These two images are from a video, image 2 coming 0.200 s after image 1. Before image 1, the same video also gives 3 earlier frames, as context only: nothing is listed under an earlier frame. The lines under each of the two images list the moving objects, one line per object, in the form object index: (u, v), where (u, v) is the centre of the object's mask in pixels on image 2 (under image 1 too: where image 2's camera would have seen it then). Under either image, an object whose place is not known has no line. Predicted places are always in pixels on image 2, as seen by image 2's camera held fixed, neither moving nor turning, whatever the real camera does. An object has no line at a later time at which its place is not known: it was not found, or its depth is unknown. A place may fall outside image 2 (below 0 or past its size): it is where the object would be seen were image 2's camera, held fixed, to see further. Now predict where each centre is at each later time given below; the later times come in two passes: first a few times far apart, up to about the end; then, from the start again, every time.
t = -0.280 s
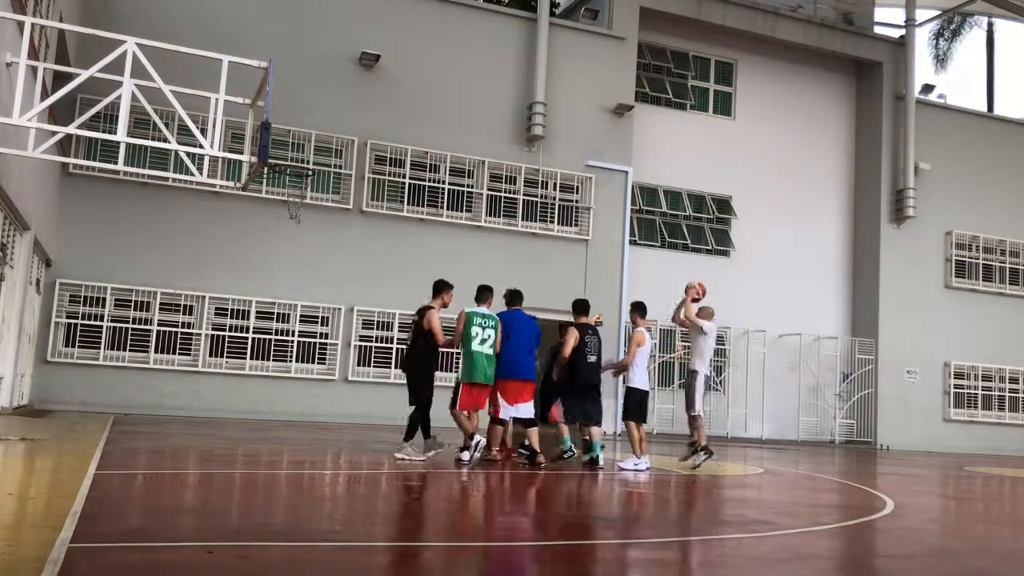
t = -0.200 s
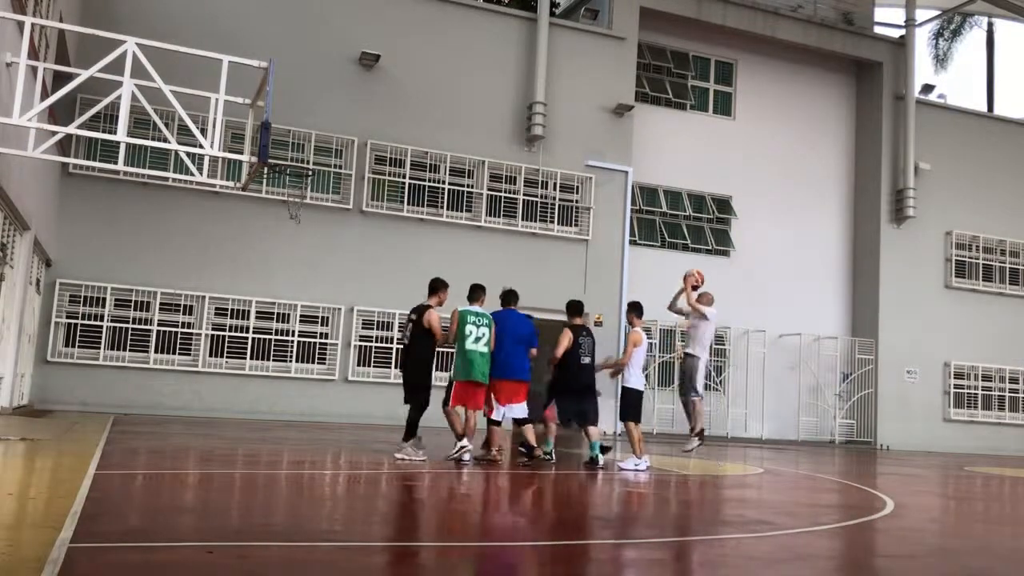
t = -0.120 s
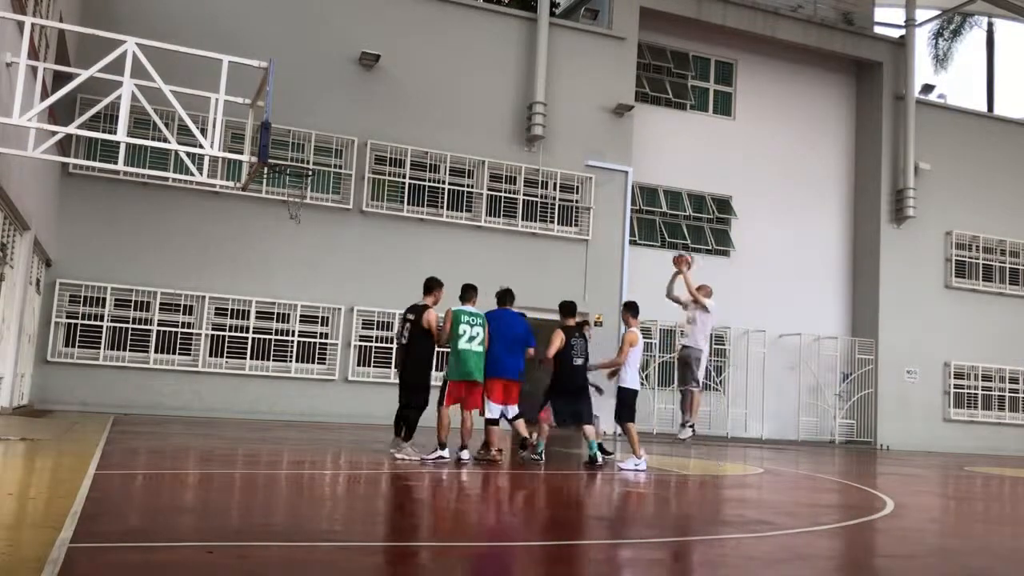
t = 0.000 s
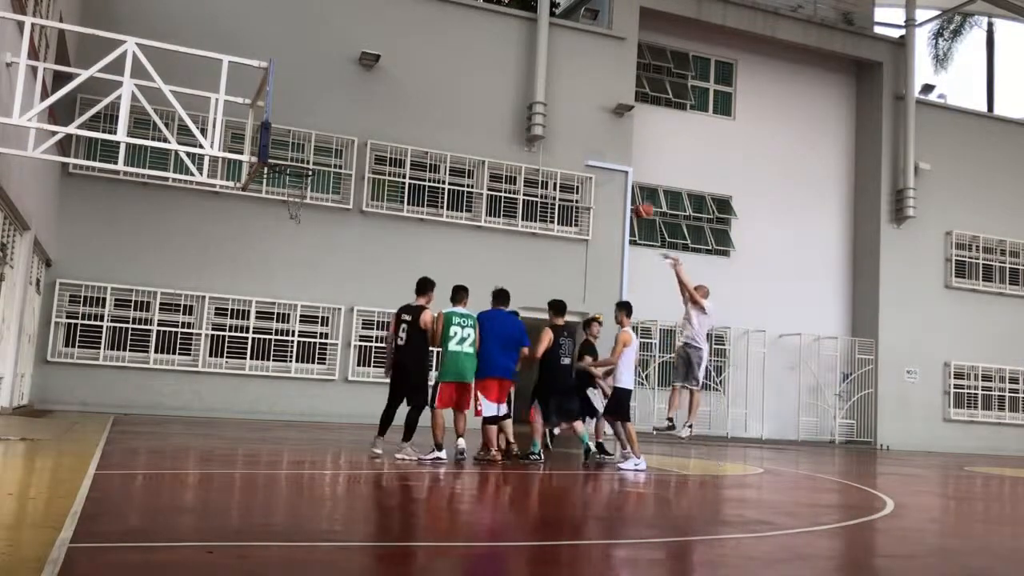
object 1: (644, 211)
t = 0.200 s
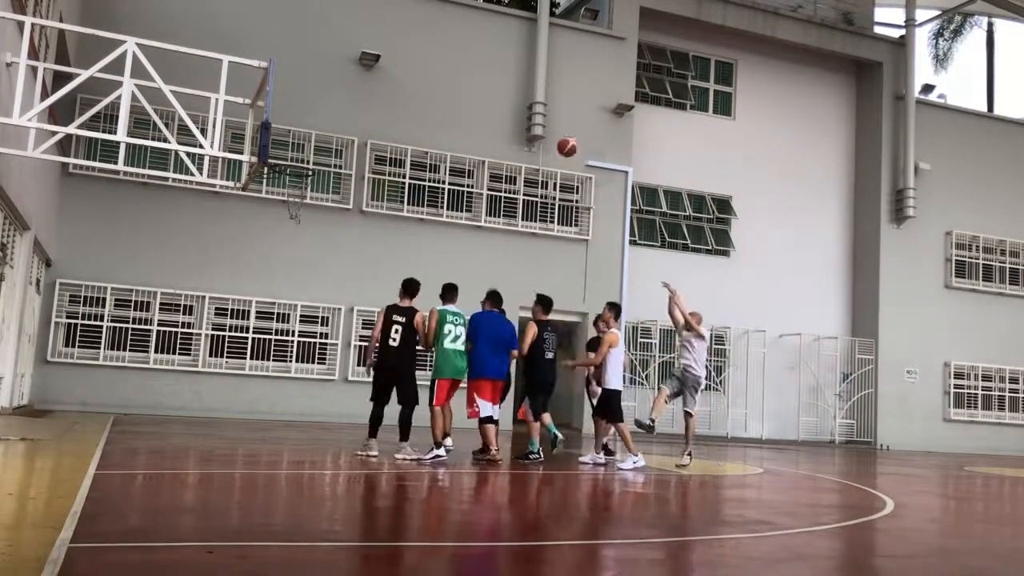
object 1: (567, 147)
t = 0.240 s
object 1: (554, 138)
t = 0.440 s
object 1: (474, 111)
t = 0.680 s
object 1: (375, 119)
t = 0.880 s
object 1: (284, 163)
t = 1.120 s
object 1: (303, 187)
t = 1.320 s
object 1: (297, 196)
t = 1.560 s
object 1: (289, 203)
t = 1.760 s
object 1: (282, 208)
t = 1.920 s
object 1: (274, 231)
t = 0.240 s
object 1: (554, 138)
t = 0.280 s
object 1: (535, 128)
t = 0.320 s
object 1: (521, 123)
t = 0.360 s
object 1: (508, 118)
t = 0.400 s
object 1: (488, 113)
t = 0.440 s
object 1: (474, 111)
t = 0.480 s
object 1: (454, 109)
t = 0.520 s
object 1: (440, 109)
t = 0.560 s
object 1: (425, 109)
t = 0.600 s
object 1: (405, 112)
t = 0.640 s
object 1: (390, 115)
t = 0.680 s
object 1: (375, 119)
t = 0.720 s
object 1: (353, 126)
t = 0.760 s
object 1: (338, 132)
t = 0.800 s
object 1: (316, 144)
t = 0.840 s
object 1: (299, 153)
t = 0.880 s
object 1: (284, 163)
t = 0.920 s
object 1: (292, 175)
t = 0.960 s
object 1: (296, 178)
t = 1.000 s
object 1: (299, 187)
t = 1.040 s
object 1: (302, 187)
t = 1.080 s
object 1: (303, 186)
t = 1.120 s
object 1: (303, 187)
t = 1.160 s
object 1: (302, 186)
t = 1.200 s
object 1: (300, 188)
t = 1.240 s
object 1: (299, 190)
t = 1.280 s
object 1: (298, 192)
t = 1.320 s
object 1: (297, 196)
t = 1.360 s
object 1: (295, 198)
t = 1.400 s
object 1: (294, 199)
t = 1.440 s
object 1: (293, 200)
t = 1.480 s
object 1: (291, 201)
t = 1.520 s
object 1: (290, 203)
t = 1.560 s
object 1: (289, 203)
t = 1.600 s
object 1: (289, 203)
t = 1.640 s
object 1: (288, 204)
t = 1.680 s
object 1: (287, 204)
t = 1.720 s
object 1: (285, 206)
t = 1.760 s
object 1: (282, 208)
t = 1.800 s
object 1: (282, 211)
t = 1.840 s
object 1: (279, 216)
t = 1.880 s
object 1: (277, 221)
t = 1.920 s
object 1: (274, 231)
